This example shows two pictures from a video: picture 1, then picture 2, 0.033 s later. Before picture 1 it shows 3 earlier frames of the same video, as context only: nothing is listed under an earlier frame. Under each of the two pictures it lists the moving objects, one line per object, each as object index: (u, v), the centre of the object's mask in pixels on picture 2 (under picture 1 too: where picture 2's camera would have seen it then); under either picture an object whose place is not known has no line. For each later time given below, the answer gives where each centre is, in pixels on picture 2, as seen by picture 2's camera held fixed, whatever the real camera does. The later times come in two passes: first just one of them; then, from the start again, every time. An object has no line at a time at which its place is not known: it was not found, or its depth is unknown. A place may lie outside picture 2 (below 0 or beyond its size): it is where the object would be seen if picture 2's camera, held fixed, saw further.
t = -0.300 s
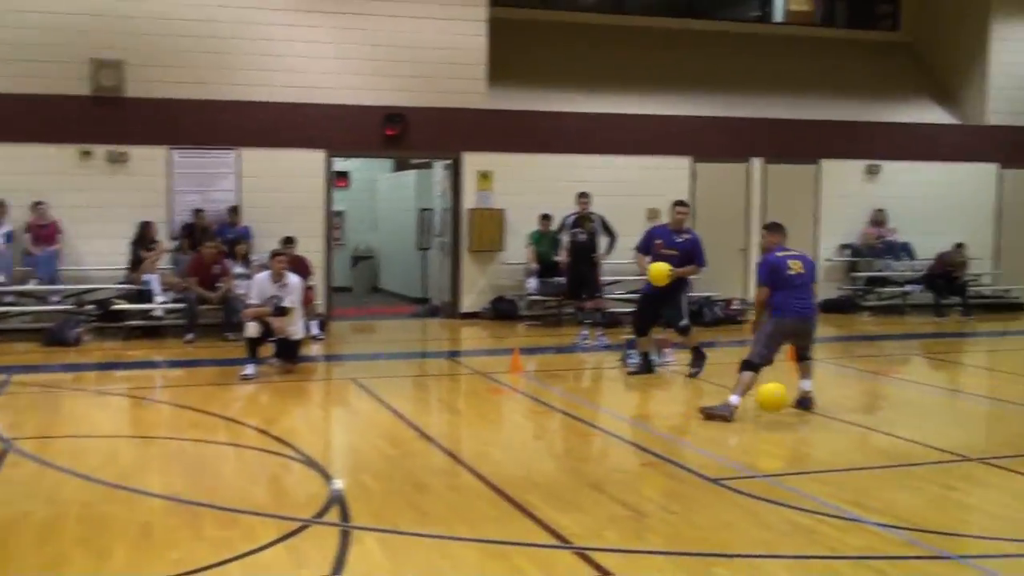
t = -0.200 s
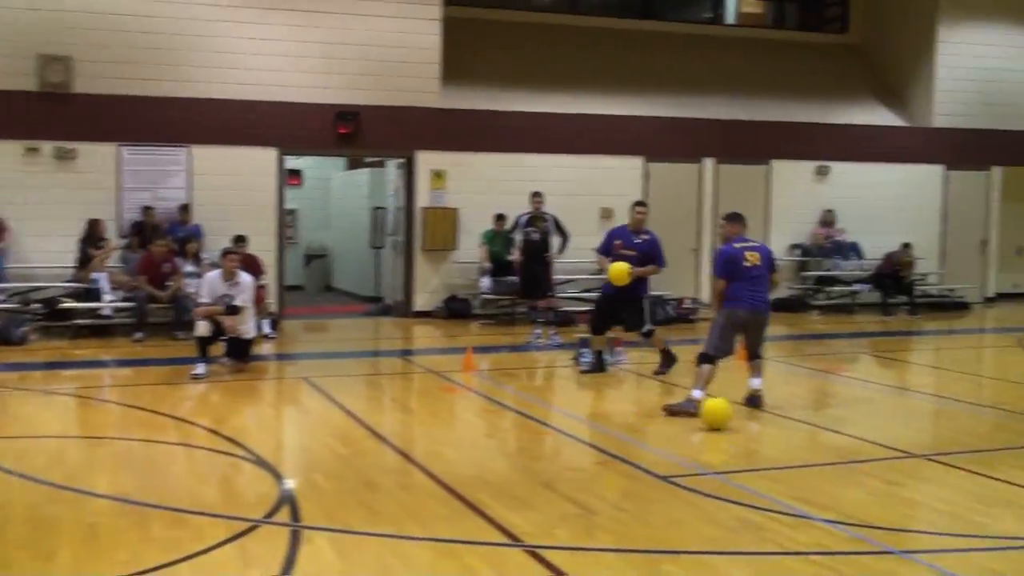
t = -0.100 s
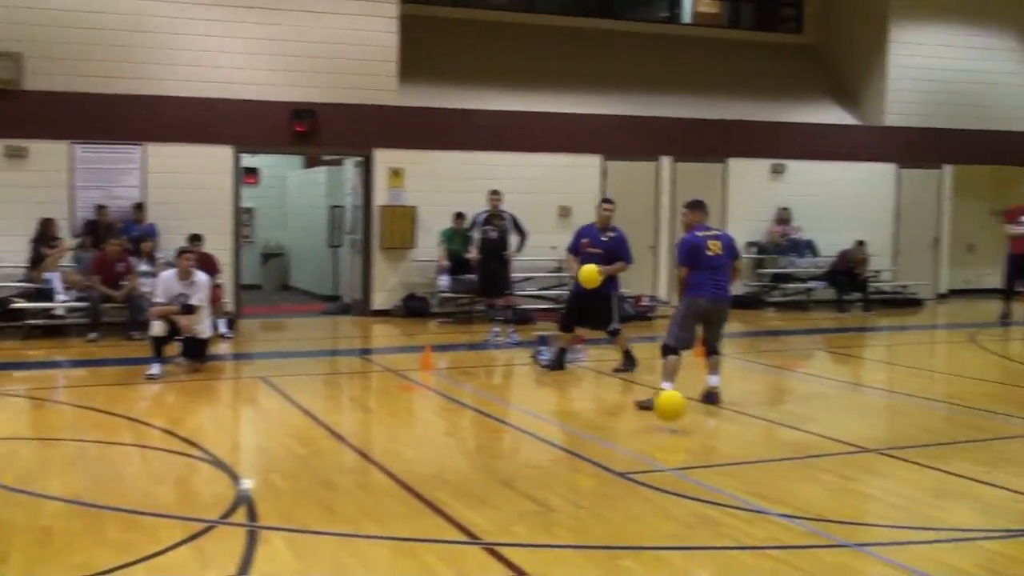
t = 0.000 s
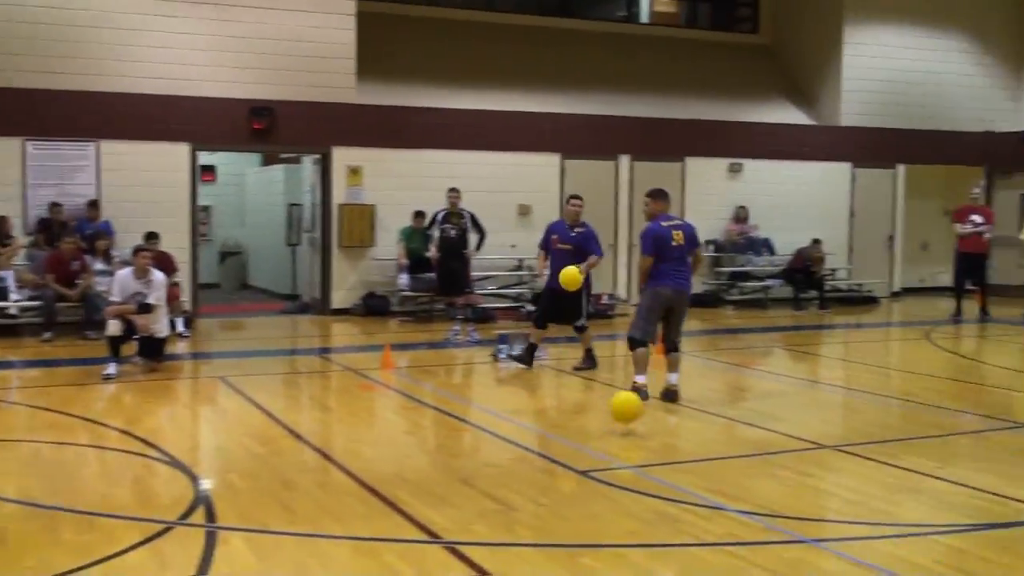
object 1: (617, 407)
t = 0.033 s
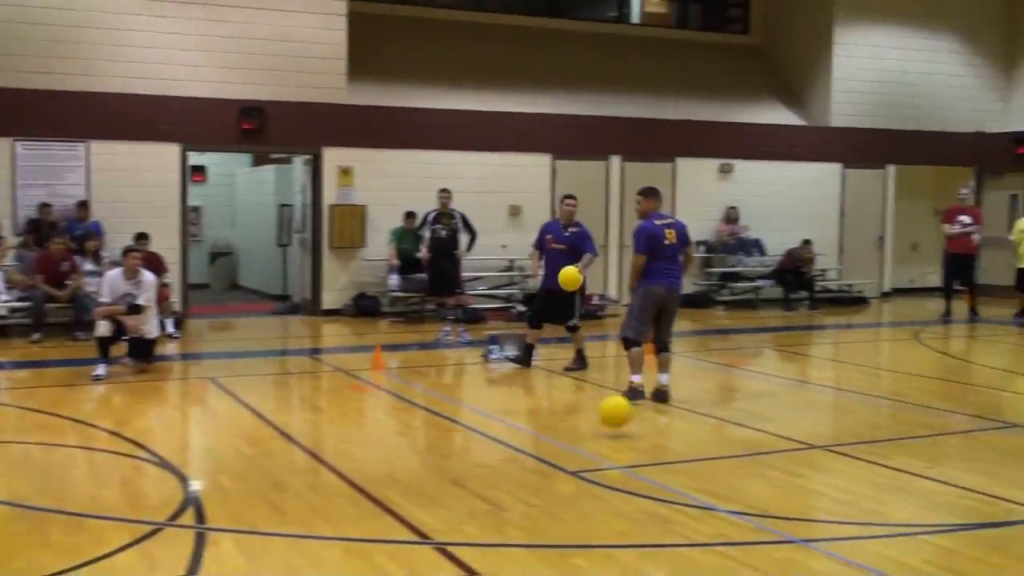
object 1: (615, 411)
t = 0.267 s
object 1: (607, 423)
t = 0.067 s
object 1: (613, 418)
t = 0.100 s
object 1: (611, 425)
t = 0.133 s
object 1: (612, 422)
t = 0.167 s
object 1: (610, 420)
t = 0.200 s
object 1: (608, 419)
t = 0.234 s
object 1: (608, 420)
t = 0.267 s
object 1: (607, 423)
